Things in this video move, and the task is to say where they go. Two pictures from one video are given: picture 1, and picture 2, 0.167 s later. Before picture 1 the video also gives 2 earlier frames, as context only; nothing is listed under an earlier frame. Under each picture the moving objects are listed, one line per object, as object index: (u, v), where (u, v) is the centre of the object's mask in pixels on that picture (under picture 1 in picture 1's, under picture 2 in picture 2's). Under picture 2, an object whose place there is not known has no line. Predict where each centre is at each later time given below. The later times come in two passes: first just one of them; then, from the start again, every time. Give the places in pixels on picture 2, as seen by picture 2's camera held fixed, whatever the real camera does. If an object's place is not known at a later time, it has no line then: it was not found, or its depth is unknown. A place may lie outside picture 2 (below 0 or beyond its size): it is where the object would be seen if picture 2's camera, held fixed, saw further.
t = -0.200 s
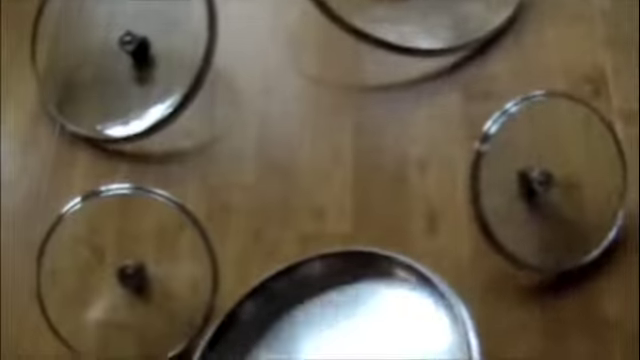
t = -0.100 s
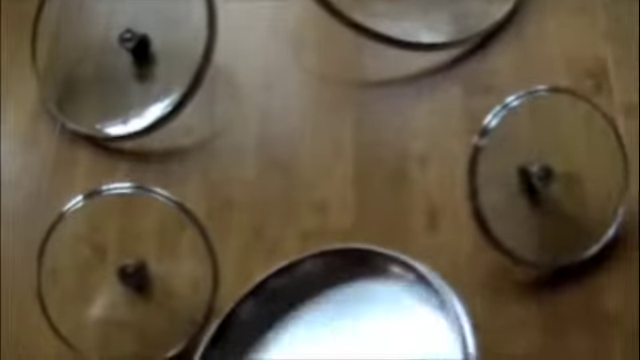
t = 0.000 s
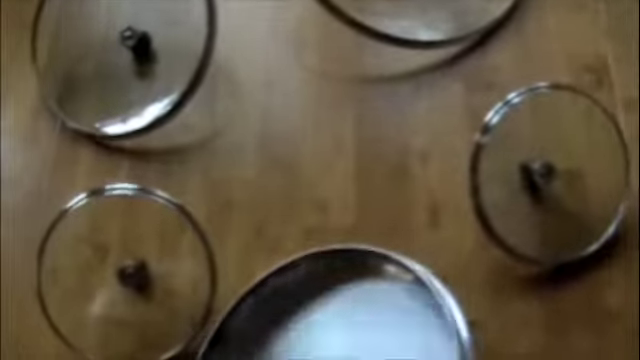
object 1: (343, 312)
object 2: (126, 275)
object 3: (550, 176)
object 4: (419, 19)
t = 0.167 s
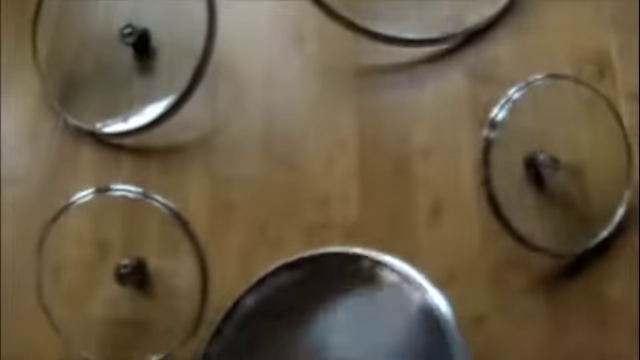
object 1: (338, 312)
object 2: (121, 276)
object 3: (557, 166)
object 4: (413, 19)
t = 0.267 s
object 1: (336, 316)
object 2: (117, 276)
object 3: (561, 163)
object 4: (408, 21)
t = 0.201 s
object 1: (338, 314)
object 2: (120, 276)
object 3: (559, 166)
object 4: (412, 20)
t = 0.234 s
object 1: (337, 315)
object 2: (119, 276)
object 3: (561, 164)
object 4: (411, 20)
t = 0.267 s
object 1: (336, 316)
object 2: (117, 276)
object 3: (561, 163)
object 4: (408, 21)
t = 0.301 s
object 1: (335, 318)
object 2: (116, 276)
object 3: (562, 162)
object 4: (407, 23)
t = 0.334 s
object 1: (335, 320)
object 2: (115, 276)
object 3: (563, 162)
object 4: (405, 23)
